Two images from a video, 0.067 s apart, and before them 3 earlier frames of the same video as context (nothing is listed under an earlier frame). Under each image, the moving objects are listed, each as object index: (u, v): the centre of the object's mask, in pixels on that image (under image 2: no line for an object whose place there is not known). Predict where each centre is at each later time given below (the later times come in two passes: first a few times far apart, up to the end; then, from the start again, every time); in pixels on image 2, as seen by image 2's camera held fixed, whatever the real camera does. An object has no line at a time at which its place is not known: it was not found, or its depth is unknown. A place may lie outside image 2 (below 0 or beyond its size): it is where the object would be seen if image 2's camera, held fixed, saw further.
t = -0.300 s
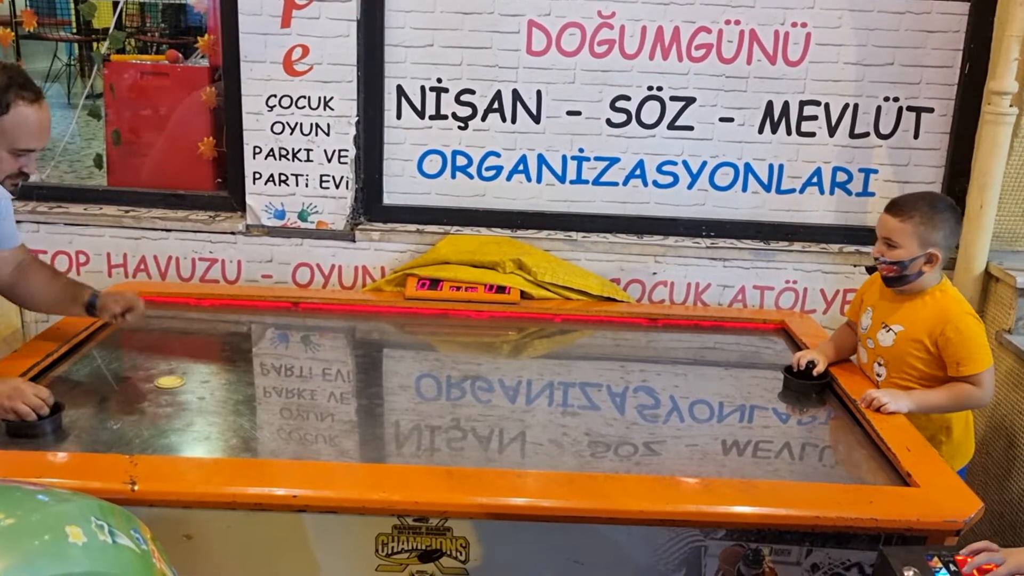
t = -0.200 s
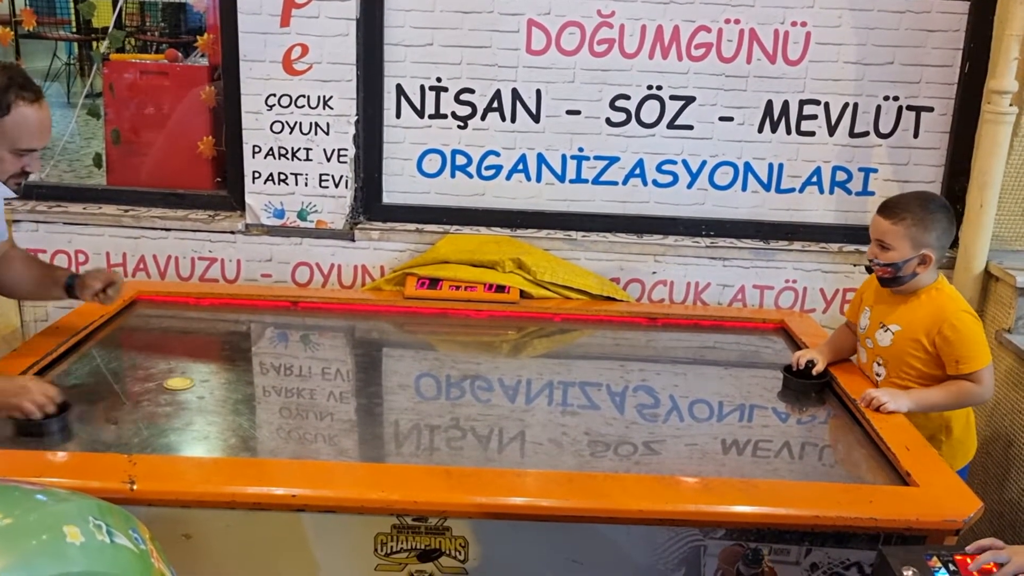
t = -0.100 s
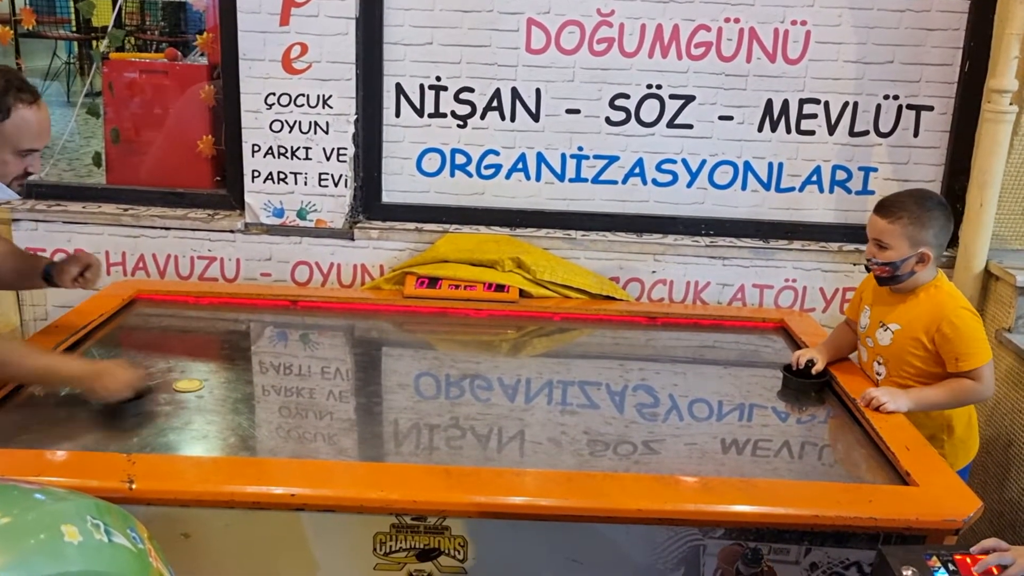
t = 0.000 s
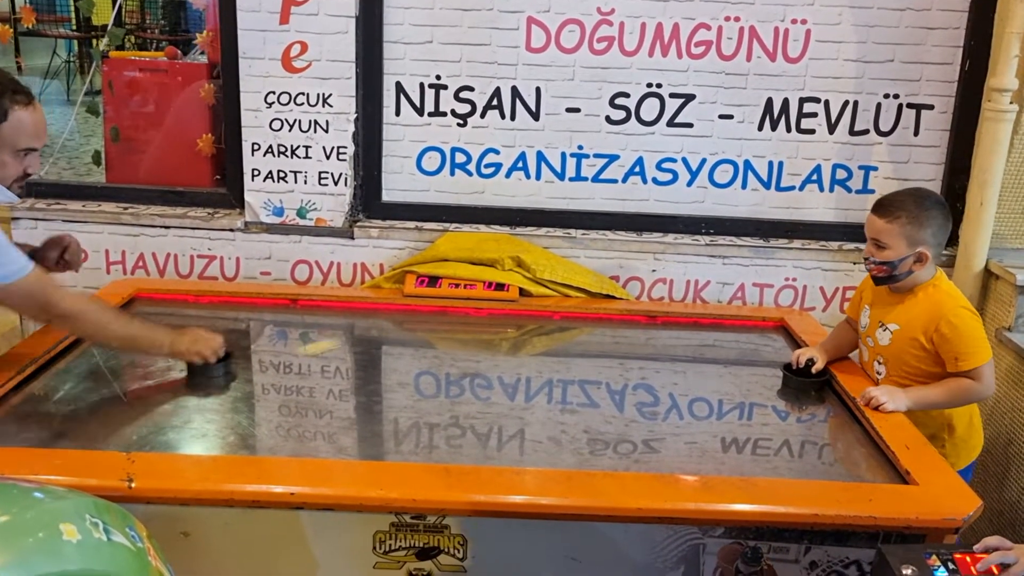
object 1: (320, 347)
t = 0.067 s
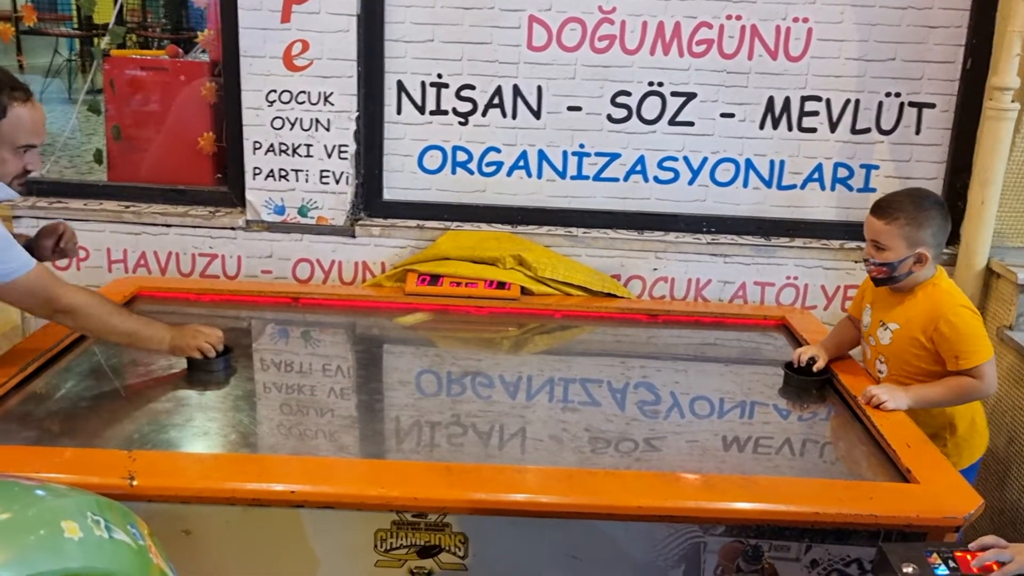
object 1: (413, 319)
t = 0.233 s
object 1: (574, 365)
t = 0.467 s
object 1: (814, 471)
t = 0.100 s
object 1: (453, 313)
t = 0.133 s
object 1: (480, 322)
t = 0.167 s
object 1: (509, 335)
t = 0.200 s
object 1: (540, 352)
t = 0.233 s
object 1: (574, 365)
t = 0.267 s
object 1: (606, 379)
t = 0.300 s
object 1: (639, 395)
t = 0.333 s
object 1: (674, 410)
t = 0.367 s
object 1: (709, 424)
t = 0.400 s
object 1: (743, 441)
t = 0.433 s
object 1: (780, 459)
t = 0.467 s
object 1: (814, 471)
